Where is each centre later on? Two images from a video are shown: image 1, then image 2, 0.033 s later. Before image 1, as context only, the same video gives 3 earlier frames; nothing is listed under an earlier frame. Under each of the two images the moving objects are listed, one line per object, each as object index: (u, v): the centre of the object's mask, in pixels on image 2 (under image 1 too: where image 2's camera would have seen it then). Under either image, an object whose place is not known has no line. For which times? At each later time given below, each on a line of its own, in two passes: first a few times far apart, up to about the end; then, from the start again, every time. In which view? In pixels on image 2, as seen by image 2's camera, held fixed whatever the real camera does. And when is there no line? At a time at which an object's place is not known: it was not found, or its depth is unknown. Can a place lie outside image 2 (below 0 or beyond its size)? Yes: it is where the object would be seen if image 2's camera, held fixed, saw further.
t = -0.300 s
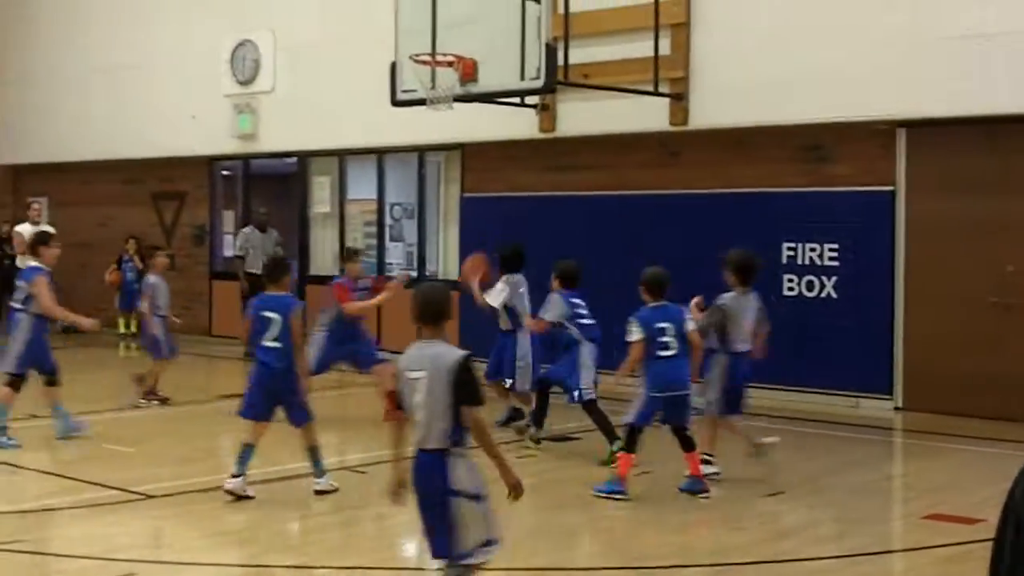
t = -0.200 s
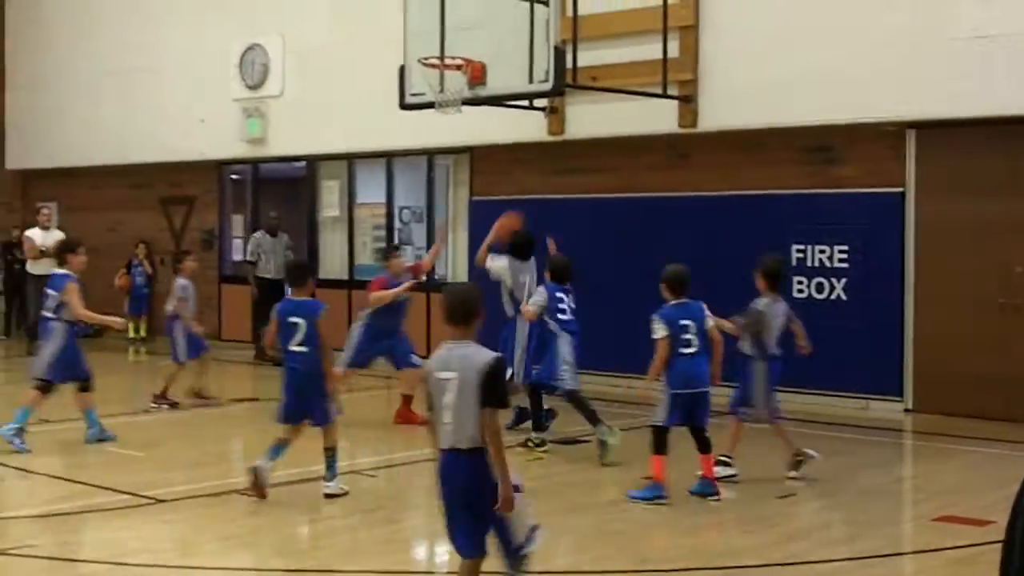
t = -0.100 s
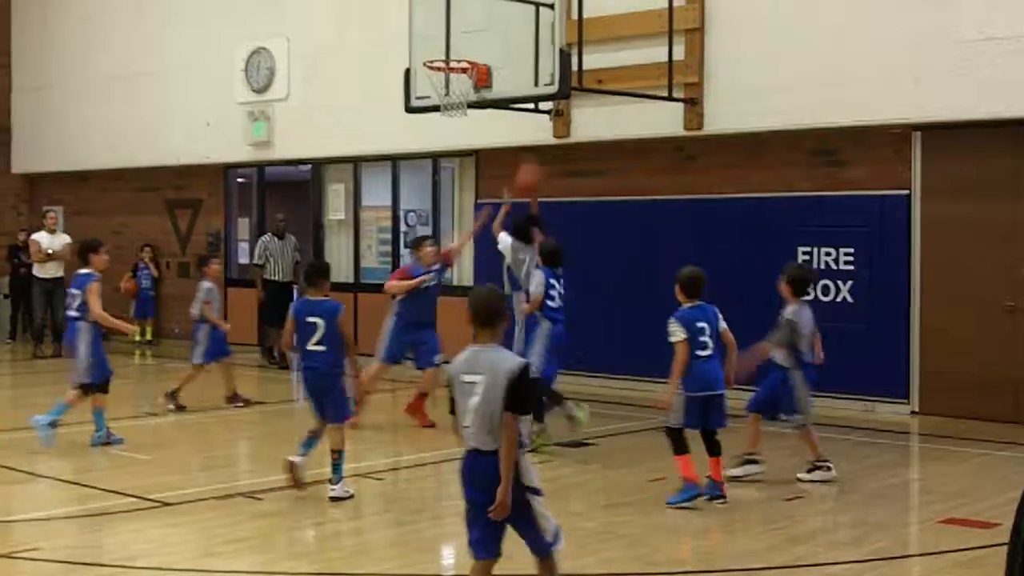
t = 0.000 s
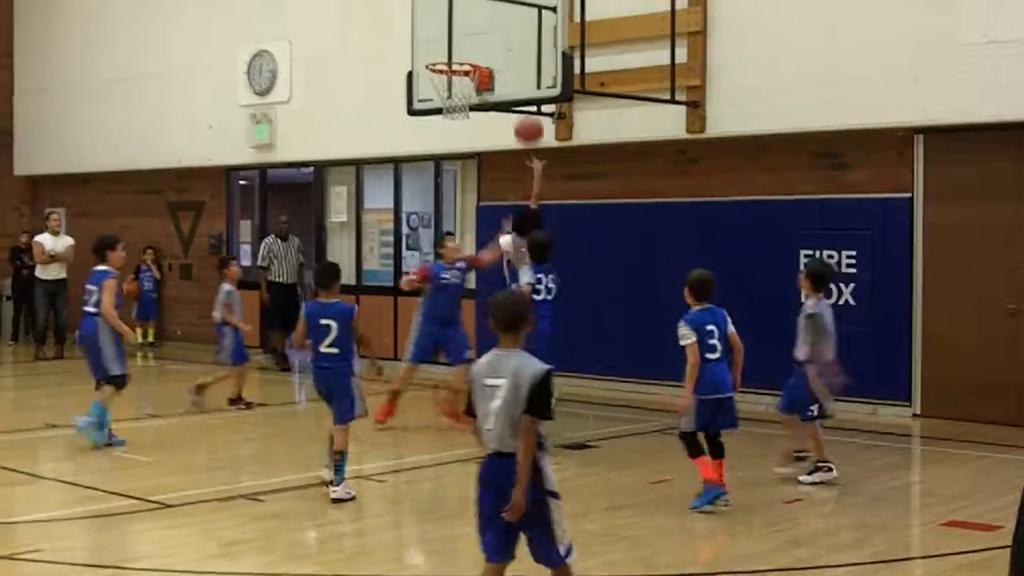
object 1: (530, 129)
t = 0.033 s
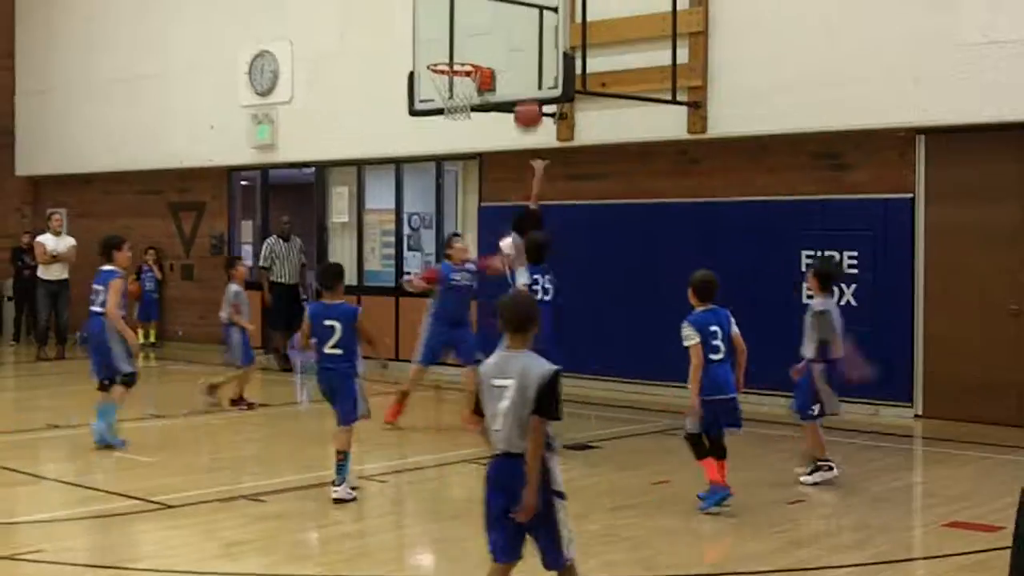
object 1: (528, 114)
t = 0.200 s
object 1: (516, 63)
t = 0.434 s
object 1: (494, 45)
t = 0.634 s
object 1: (459, 67)
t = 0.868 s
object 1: (439, 99)
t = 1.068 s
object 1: (442, 143)
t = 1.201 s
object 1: (445, 197)
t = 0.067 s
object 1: (524, 103)
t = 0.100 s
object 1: (522, 90)
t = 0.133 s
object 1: (521, 80)
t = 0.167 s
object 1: (519, 71)
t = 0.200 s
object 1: (516, 63)
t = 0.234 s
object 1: (514, 57)
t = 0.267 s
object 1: (512, 52)
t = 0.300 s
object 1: (510, 48)
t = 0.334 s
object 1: (508, 46)
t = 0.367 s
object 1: (506, 45)
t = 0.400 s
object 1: (500, 44)
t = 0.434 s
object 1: (494, 45)
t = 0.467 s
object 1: (488, 46)
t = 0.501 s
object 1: (482, 49)
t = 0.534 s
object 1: (476, 53)
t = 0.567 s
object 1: (470, 55)
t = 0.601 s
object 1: (463, 61)
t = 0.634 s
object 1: (459, 67)
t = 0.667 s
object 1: (453, 75)
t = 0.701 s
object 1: (446, 84)
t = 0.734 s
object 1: (442, 91)
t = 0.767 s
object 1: (440, 94)
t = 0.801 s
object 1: (439, 95)
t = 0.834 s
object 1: (439, 97)
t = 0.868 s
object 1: (439, 99)
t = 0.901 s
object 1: (439, 102)
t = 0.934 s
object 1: (440, 108)
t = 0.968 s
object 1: (441, 114)
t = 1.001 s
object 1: (441, 121)
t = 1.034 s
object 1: (441, 132)
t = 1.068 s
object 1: (442, 143)
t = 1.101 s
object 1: (443, 153)
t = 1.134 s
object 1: (443, 167)
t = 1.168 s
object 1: (443, 180)
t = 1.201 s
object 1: (445, 197)
